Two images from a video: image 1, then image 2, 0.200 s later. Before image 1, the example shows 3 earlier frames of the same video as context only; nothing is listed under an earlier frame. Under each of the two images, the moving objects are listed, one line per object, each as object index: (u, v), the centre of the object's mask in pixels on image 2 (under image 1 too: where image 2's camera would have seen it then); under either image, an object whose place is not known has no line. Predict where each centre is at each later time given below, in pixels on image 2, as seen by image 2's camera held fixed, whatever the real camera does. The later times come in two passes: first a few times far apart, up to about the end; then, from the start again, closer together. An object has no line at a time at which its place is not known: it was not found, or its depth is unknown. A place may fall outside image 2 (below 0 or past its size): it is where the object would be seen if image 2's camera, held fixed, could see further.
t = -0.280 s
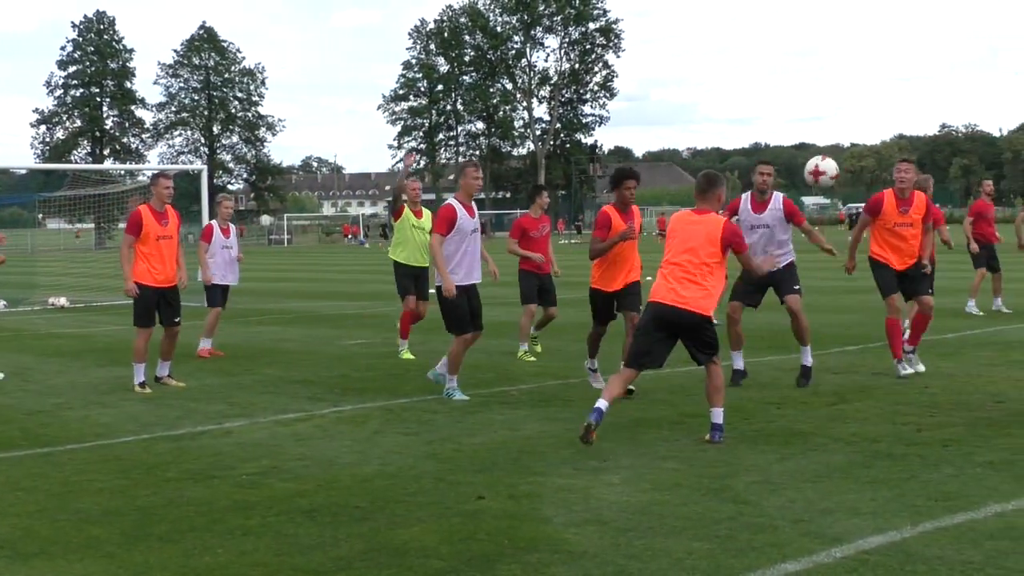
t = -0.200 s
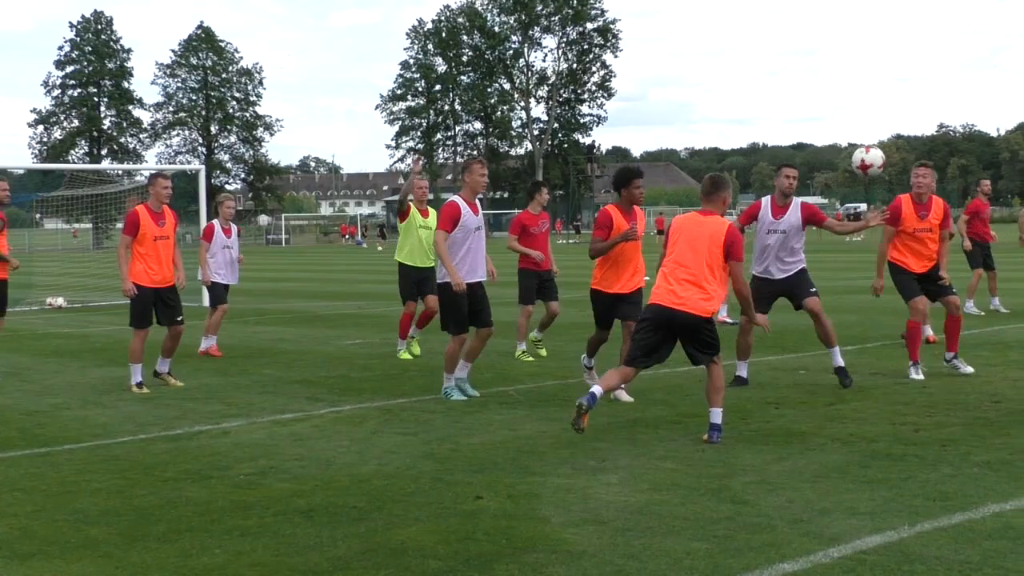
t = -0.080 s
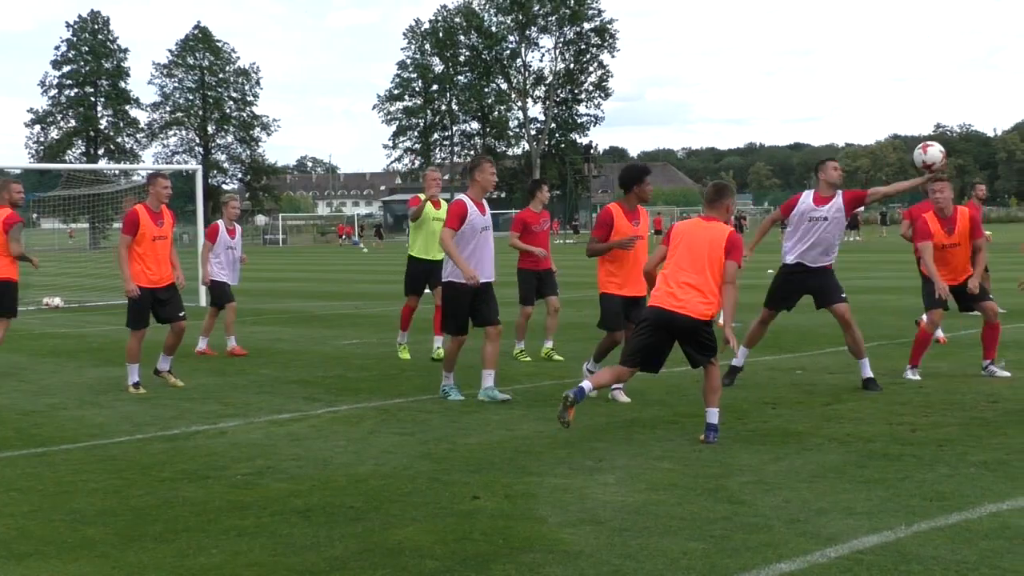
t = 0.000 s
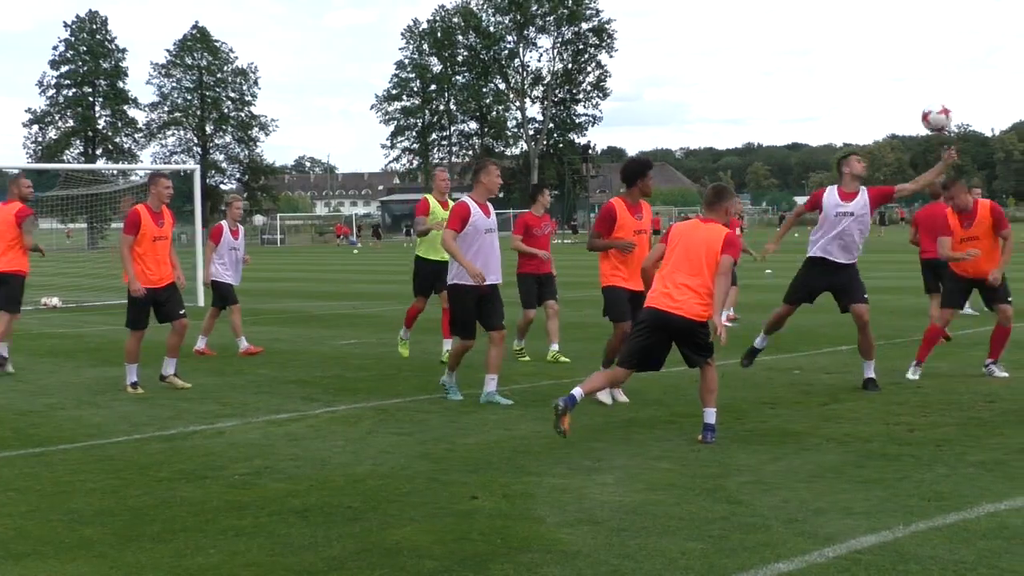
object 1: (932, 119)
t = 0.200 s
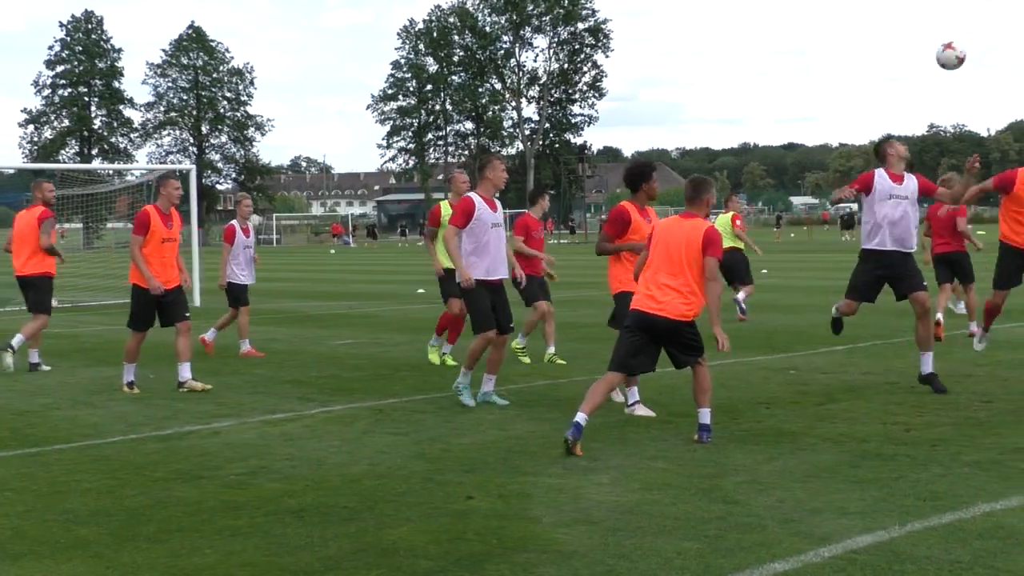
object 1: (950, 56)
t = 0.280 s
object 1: (958, 47)
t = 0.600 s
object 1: (986, 92)
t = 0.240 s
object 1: (954, 51)
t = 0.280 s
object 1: (958, 47)
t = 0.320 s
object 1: (962, 45)
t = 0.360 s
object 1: (965, 46)
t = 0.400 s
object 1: (969, 49)
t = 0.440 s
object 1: (973, 53)
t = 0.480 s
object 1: (976, 60)
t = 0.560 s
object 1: (983, 80)
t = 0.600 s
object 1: (986, 92)
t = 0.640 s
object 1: (990, 106)
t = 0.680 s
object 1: (994, 122)
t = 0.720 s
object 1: (998, 139)
